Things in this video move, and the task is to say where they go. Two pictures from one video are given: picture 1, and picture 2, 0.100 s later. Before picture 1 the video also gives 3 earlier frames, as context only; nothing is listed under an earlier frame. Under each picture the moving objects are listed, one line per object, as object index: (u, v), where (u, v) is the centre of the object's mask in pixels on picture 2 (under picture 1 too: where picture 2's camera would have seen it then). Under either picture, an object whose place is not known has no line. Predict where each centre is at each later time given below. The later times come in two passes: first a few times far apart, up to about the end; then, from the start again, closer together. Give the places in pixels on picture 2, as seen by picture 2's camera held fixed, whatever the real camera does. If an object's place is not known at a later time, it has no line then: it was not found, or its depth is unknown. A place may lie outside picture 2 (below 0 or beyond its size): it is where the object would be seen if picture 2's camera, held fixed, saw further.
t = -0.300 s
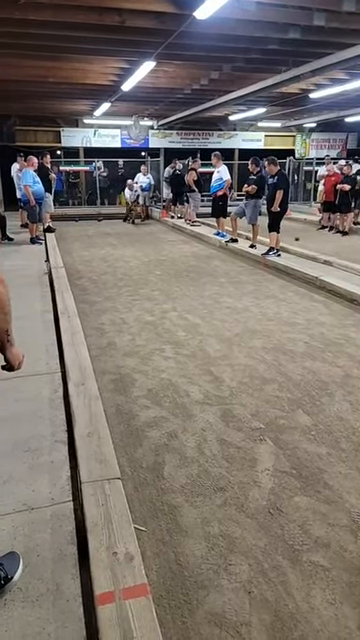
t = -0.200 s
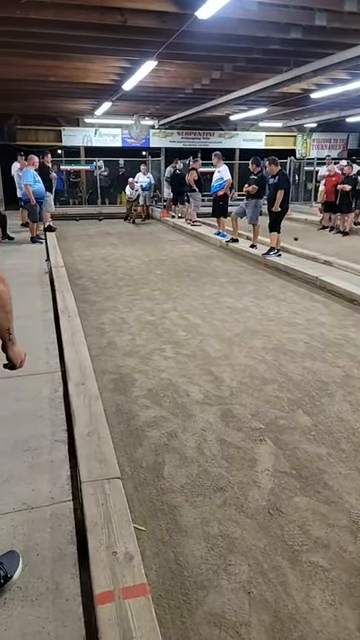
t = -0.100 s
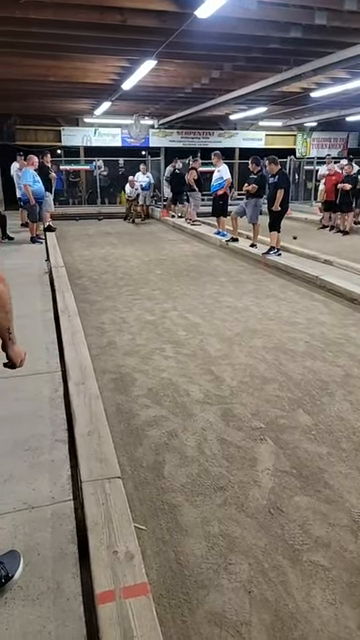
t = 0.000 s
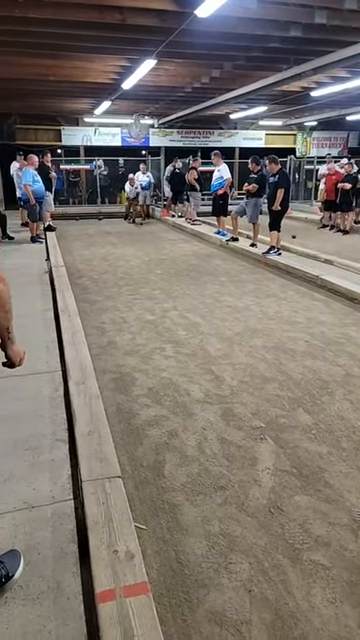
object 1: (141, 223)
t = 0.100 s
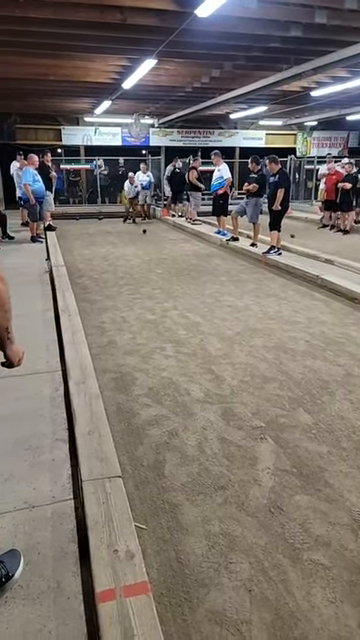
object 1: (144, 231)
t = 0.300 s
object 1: (149, 234)
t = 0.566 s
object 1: (156, 238)
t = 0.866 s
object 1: (164, 243)
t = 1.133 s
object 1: (172, 248)
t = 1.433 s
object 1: (182, 253)
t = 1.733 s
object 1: (192, 260)
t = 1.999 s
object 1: (201, 266)
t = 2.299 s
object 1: (213, 272)
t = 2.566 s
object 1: (224, 279)
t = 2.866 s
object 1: (238, 288)
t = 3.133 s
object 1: (251, 296)
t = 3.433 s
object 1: (266, 305)
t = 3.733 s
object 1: (282, 315)
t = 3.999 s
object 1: (297, 324)
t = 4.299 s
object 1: (316, 334)
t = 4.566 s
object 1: (333, 344)
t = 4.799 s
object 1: (347, 352)
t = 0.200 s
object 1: (146, 231)
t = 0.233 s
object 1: (147, 232)
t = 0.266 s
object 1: (148, 234)
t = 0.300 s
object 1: (149, 234)
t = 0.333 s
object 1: (150, 235)
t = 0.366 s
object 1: (151, 235)
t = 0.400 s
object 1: (151, 236)
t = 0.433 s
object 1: (152, 236)
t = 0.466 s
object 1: (153, 237)
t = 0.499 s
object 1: (154, 238)
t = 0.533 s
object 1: (155, 238)
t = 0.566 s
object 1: (156, 238)
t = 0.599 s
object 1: (157, 239)
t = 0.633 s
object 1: (157, 239)
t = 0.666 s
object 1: (158, 240)
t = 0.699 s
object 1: (159, 240)
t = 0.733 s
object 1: (160, 241)
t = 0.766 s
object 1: (161, 241)
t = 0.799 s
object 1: (162, 242)
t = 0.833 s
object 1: (163, 243)
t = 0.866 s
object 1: (164, 243)
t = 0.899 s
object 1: (165, 244)
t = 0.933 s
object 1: (166, 244)
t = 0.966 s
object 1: (167, 245)
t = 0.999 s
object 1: (168, 245)
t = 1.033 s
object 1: (169, 246)
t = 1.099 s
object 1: (171, 247)
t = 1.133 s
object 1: (172, 248)
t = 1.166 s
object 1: (173, 248)
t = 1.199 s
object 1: (174, 249)
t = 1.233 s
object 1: (175, 249)
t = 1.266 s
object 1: (176, 250)
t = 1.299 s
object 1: (178, 251)
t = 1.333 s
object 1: (179, 252)
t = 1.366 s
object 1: (180, 252)
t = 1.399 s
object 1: (181, 253)
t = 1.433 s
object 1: (182, 253)
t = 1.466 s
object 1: (183, 254)
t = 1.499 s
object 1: (184, 255)
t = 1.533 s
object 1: (185, 255)
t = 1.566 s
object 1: (186, 256)
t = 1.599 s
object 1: (187, 257)
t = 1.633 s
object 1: (188, 257)
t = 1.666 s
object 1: (189, 258)
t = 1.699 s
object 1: (190, 259)
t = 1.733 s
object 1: (192, 260)
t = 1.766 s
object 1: (193, 260)
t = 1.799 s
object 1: (194, 261)
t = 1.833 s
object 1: (195, 261)
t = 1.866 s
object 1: (197, 262)
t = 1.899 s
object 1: (198, 263)
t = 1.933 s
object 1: (199, 264)
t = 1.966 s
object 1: (200, 265)
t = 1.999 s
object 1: (201, 266)
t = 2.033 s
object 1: (202, 266)
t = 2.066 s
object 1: (204, 267)
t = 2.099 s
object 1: (205, 268)
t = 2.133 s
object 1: (206, 269)
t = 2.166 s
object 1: (207, 269)
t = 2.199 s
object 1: (209, 270)
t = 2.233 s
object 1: (210, 271)
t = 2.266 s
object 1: (211, 272)
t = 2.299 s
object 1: (213, 272)
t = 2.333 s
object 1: (214, 273)
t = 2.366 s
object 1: (215, 274)
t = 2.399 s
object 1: (217, 275)
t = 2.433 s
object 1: (218, 276)
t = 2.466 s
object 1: (219, 277)
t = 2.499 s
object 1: (221, 278)
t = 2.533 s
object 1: (222, 278)
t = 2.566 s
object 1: (224, 279)
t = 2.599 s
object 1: (225, 280)
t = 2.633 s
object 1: (227, 281)
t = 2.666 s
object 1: (228, 282)
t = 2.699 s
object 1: (230, 283)
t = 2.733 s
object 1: (231, 284)
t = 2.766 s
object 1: (233, 285)
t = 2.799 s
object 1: (234, 286)
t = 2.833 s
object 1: (236, 287)
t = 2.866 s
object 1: (238, 288)
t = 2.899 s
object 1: (239, 289)
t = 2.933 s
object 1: (241, 289)
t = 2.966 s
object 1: (242, 290)
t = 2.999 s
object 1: (244, 291)
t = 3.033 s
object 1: (246, 292)
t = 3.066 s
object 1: (247, 293)
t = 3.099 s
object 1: (249, 294)
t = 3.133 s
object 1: (251, 296)
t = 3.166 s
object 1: (253, 297)
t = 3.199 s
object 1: (254, 297)
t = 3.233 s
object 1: (256, 299)
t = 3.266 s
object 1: (258, 299)
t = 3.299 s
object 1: (259, 301)
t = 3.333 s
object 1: (261, 302)
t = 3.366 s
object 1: (263, 303)
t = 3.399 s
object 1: (264, 304)
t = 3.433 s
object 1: (266, 305)
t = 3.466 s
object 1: (268, 306)
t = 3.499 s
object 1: (269, 307)
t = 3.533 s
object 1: (271, 308)
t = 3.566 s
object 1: (273, 309)
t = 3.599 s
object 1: (275, 310)
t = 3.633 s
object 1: (277, 311)
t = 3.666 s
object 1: (279, 312)
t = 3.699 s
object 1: (281, 314)
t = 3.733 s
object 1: (282, 315)
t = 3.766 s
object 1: (284, 316)
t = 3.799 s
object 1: (286, 317)
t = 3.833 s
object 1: (288, 318)
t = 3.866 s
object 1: (290, 319)
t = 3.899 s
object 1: (292, 320)
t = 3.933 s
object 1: (294, 322)
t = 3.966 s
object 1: (295, 323)
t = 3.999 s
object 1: (297, 324)
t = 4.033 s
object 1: (299, 325)
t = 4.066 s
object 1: (301, 326)
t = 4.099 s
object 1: (304, 327)
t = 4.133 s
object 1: (305, 328)
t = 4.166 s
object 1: (308, 330)
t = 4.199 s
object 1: (310, 331)
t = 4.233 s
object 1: (312, 332)
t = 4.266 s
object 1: (314, 333)
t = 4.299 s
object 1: (316, 334)
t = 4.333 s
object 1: (318, 335)
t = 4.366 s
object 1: (320, 337)
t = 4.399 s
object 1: (322, 338)
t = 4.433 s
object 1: (324, 339)
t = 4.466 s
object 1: (327, 340)
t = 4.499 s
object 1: (329, 341)
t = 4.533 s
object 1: (331, 342)
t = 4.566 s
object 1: (333, 344)
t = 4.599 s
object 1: (335, 345)
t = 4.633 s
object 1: (337, 346)
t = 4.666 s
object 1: (339, 347)
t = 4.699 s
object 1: (341, 348)
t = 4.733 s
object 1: (343, 350)
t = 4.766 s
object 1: (345, 350)
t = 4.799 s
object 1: (347, 352)
